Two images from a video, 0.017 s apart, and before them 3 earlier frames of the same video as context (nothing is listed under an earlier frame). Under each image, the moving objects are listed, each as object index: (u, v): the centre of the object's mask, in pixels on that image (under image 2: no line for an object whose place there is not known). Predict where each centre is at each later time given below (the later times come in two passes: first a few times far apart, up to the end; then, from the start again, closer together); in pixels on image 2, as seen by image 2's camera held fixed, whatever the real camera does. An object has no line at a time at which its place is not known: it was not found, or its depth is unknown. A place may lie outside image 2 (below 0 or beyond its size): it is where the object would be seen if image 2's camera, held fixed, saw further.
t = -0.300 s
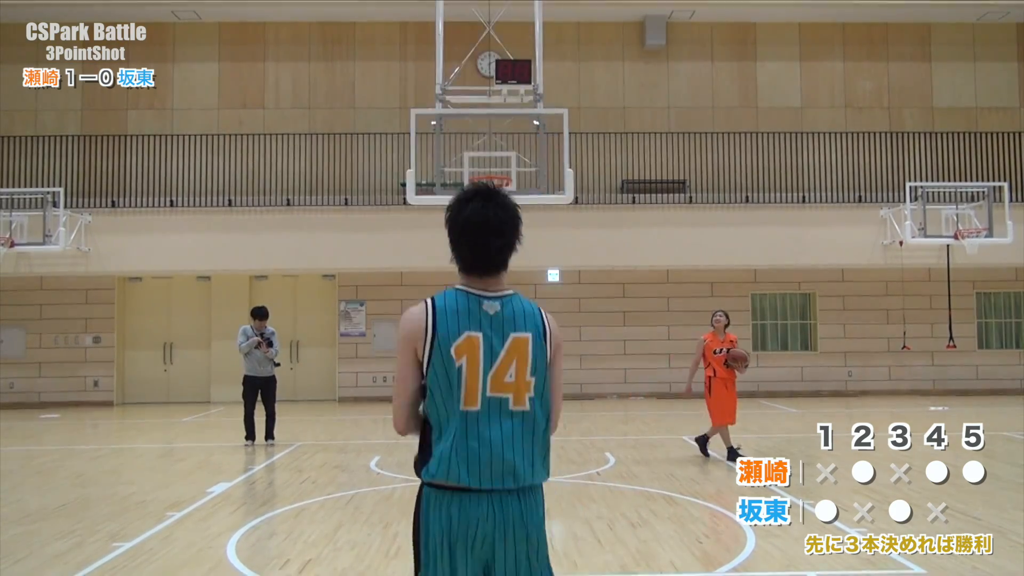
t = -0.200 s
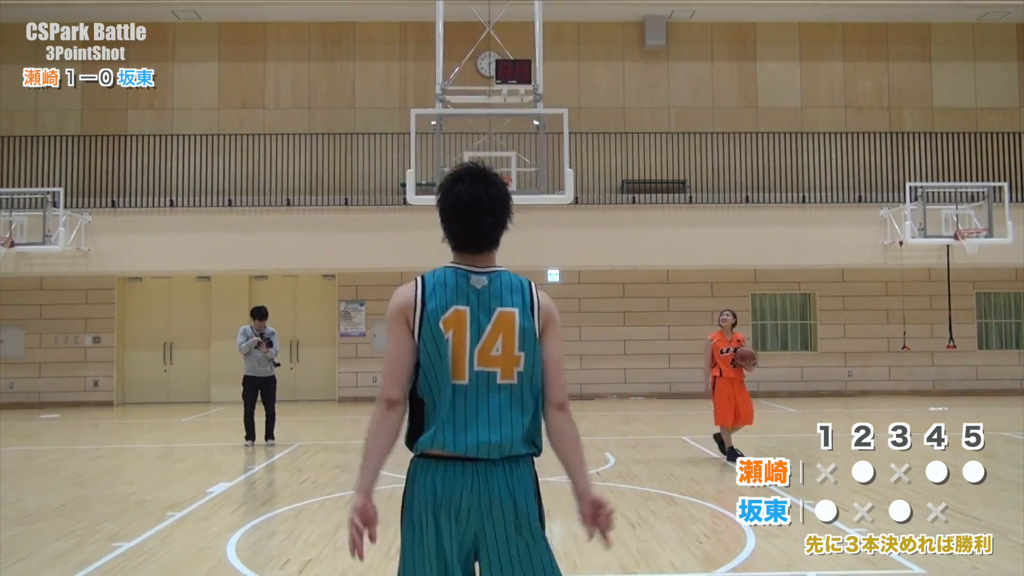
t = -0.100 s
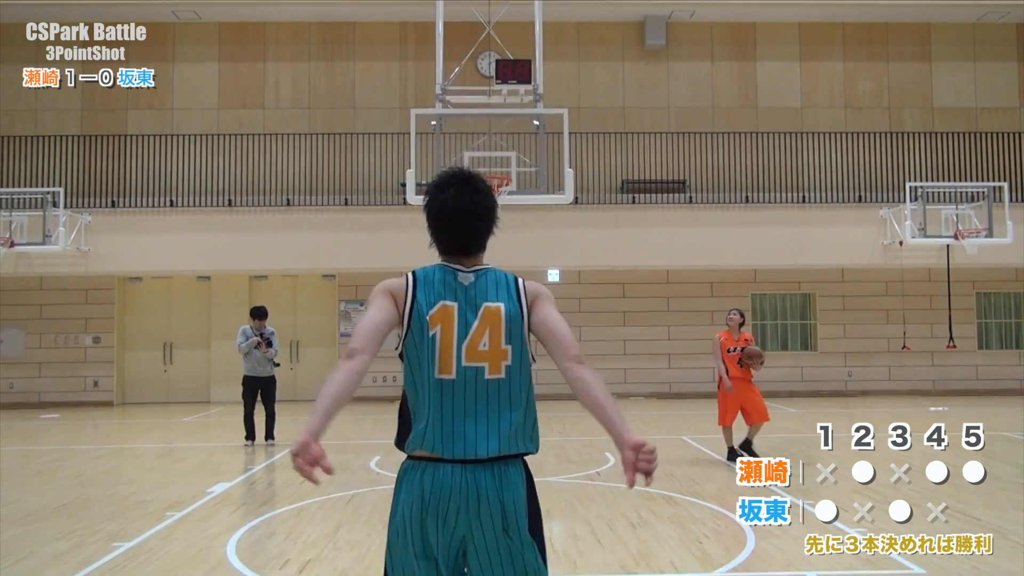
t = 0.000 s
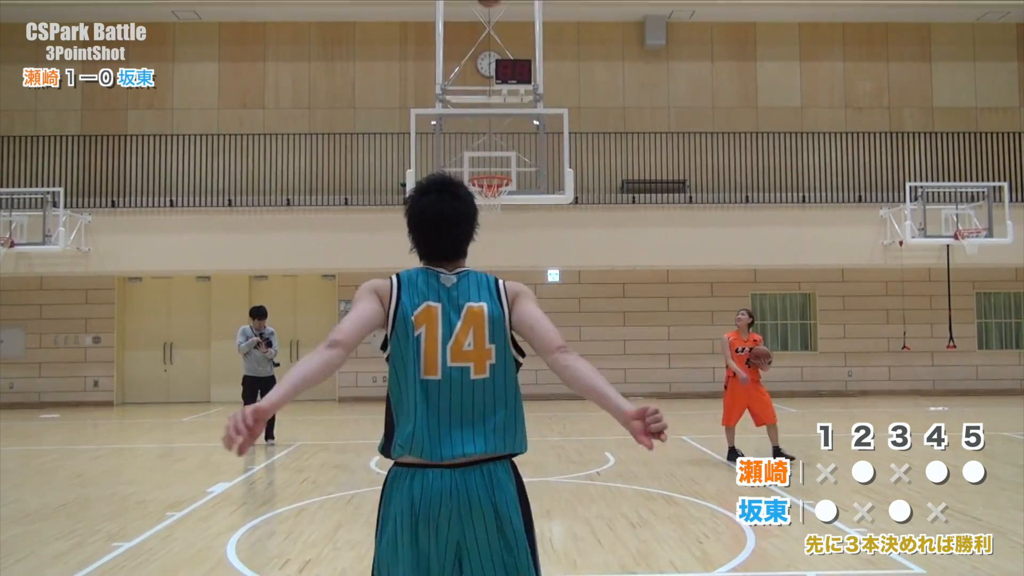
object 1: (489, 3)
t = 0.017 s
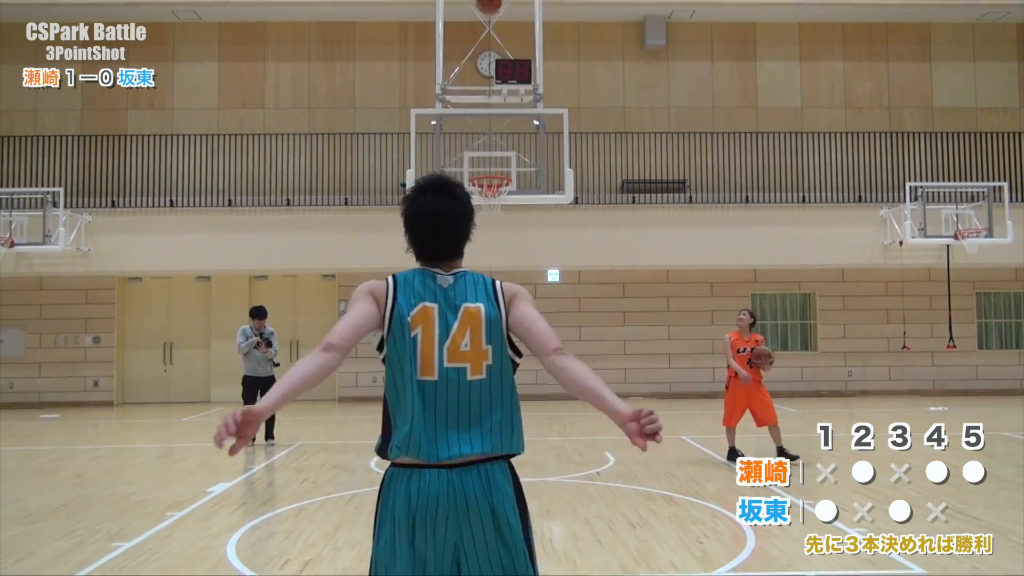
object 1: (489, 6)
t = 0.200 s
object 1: (489, 92)
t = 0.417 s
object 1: (491, 207)
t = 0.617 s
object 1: (491, 302)
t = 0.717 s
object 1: (493, 369)
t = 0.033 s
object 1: (489, 10)
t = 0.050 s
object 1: (489, 16)
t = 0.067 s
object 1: (489, 24)
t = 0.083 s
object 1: (489, 33)
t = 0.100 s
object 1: (489, 40)
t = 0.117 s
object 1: (489, 47)
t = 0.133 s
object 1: (490, 59)
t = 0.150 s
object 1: (489, 65)
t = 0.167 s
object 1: (489, 75)
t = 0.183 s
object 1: (490, 83)
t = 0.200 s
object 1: (489, 92)
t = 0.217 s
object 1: (489, 101)
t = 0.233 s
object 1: (489, 109)
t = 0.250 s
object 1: (489, 118)
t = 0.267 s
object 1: (489, 128)
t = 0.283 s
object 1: (489, 137)
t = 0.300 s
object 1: (489, 145)
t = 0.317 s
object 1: (489, 156)
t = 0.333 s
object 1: (489, 163)
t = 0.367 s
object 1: (491, 192)
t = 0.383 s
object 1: (491, 191)
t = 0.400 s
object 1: (490, 199)
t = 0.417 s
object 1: (491, 207)
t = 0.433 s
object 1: (490, 212)
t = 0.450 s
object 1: (490, 217)
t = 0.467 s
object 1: (490, 224)
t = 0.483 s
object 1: (490, 231)
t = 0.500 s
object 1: (490, 239)
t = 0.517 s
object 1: (490, 247)
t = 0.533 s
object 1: (490, 256)
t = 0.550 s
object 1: (491, 265)
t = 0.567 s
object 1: (491, 273)
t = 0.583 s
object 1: (491, 283)
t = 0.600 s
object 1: (491, 293)
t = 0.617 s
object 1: (491, 302)
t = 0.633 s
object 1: (491, 313)
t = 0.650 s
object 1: (491, 323)
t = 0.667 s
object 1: (491, 335)
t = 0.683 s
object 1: (492, 345)
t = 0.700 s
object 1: (492, 358)
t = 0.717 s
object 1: (493, 369)
